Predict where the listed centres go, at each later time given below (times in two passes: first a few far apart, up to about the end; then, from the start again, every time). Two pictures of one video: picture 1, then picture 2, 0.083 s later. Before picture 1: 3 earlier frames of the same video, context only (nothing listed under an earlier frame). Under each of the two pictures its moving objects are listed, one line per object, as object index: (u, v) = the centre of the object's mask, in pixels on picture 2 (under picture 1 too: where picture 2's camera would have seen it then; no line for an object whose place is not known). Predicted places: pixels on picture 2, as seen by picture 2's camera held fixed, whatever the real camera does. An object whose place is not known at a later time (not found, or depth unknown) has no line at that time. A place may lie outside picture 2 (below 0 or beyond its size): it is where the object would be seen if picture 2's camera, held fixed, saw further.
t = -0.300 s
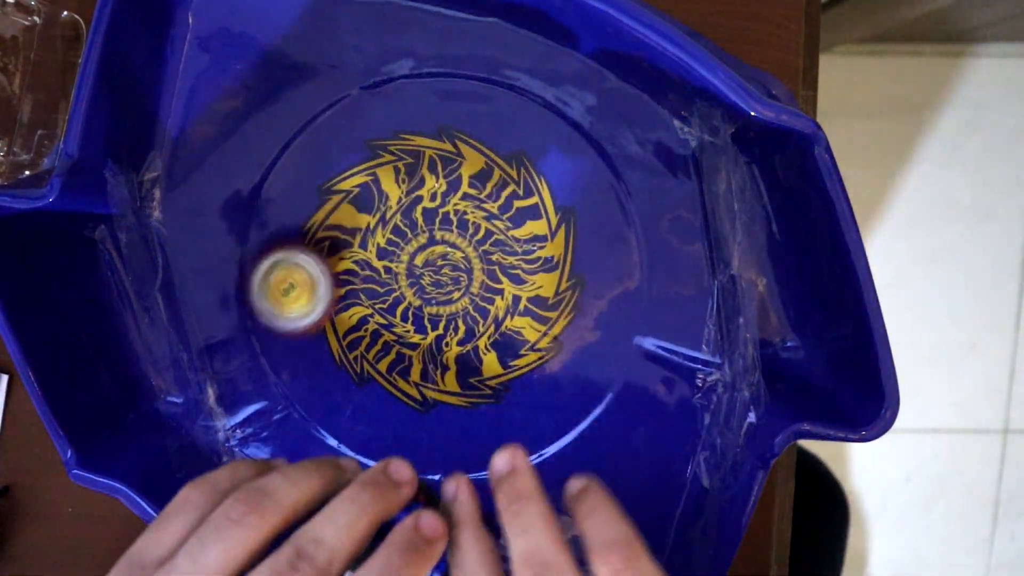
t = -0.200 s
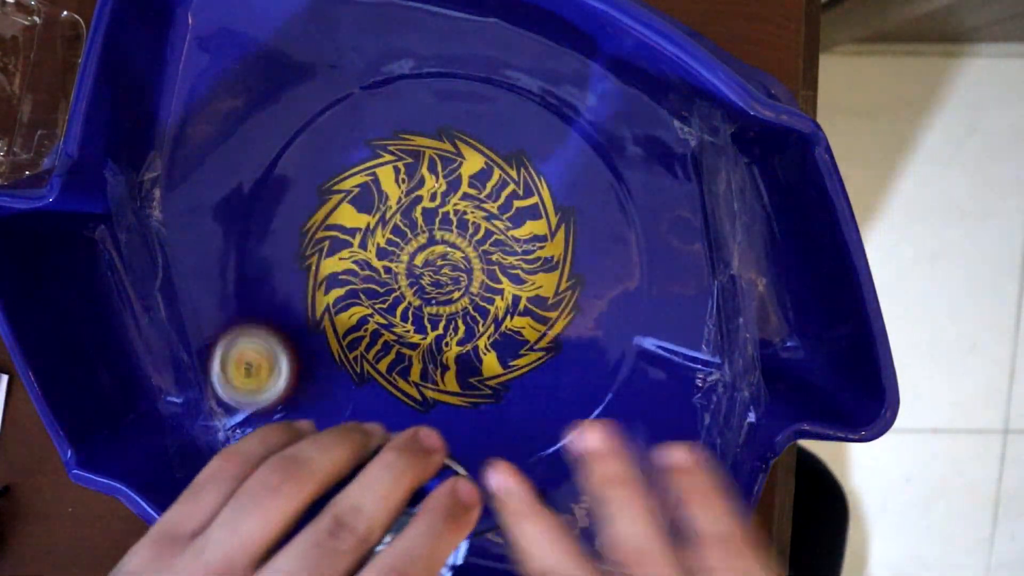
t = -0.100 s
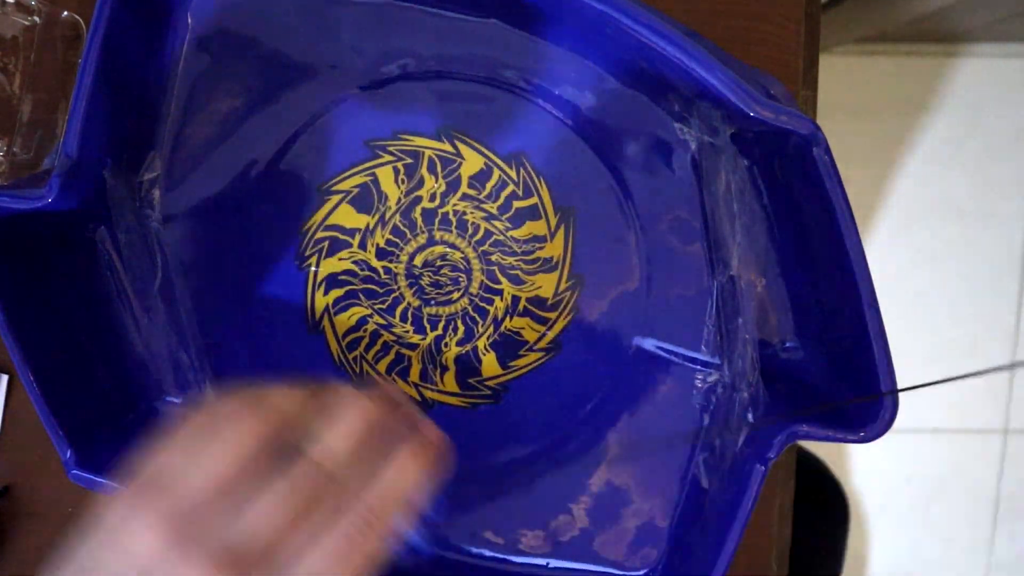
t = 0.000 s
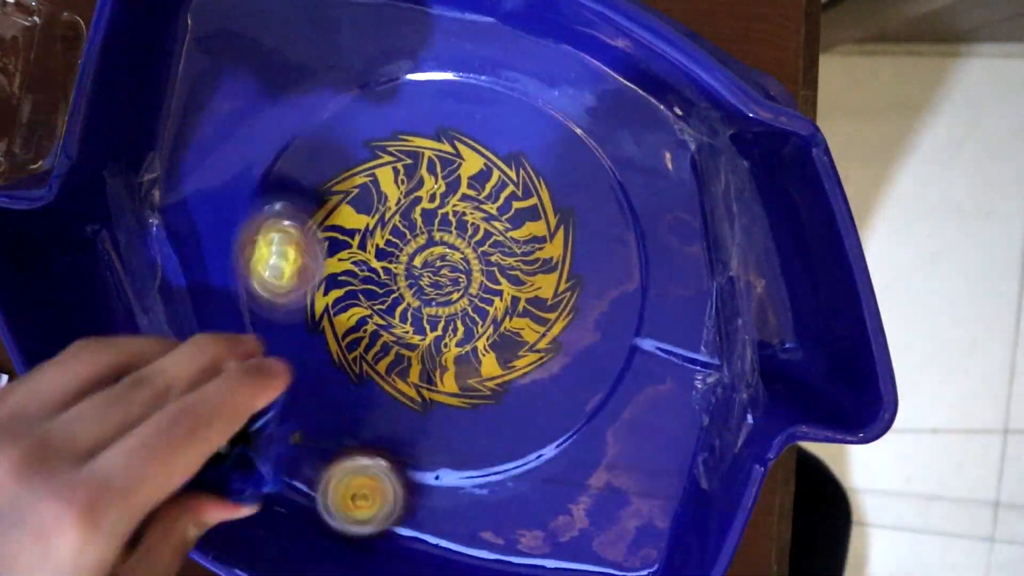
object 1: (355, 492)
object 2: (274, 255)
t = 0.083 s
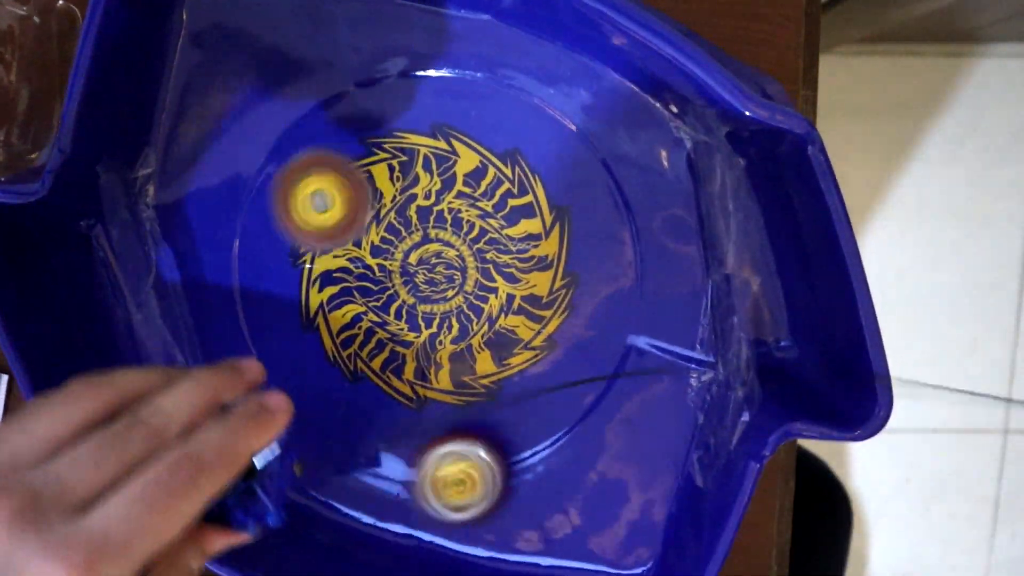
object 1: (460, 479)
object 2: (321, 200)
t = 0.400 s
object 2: (425, 141)
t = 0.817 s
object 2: (400, 256)
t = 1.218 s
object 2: (469, 355)
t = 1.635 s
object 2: (532, 327)
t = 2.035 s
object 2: (472, 272)
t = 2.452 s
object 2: (379, 269)
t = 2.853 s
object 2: (377, 274)
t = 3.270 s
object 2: (414, 283)
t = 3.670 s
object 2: (486, 284)
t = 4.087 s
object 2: (506, 260)
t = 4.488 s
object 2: (553, 220)
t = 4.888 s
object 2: (523, 230)
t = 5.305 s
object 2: (539, 284)
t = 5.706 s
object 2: (605, 241)
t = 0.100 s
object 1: (479, 470)
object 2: (335, 188)
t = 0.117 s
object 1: (499, 457)
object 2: (350, 178)
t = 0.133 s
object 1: (518, 443)
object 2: (367, 166)
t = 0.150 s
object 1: (536, 427)
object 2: (384, 155)
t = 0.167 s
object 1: (553, 409)
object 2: (398, 148)
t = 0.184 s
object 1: (567, 390)
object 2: (402, 148)
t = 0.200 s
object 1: (579, 369)
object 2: (408, 146)
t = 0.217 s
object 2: (414, 146)
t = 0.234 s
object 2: (422, 144)
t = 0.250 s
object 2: (428, 143)
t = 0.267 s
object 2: (429, 143)
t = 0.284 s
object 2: (429, 143)
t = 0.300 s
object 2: (428, 142)
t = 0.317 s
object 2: (428, 140)
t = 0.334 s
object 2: (428, 140)
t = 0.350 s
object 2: (428, 138)
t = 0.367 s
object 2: (428, 138)
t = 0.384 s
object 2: (428, 139)
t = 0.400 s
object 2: (425, 141)
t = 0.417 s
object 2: (423, 143)
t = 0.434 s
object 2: (420, 143)
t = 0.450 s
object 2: (412, 146)
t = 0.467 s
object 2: (406, 149)
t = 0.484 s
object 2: (402, 152)
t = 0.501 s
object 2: (398, 158)
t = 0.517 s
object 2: (396, 163)
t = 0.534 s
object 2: (393, 168)
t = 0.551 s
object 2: (390, 173)
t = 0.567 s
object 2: (389, 178)
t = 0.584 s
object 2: (388, 183)
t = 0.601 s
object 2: (387, 188)
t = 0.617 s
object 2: (387, 194)
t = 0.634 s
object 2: (386, 198)
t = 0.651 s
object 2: (387, 204)
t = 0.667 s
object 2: (387, 210)
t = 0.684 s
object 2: (388, 215)
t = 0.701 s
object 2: (389, 220)
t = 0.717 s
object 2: (390, 225)
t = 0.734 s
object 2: (391, 230)
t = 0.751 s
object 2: (392, 236)
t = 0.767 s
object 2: (394, 241)
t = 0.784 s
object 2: (396, 246)
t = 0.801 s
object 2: (398, 251)
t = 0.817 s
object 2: (400, 256)
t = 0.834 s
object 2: (403, 262)
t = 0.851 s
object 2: (405, 268)
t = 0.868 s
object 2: (408, 273)
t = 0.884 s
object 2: (411, 278)
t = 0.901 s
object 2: (414, 284)
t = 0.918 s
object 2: (416, 290)
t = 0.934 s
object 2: (418, 295)
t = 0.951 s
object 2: (422, 301)
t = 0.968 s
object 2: (425, 307)
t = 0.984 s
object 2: (428, 312)
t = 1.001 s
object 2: (430, 317)
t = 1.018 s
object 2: (434, 322)
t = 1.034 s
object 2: (437, 326)
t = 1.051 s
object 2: (439, 329)
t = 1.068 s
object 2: (442, 332)
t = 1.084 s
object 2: (445, 335)
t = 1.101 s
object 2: (448, 339)
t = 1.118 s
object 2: (451, 341)
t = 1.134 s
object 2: (454, 342)
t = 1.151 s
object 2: (457, 345)
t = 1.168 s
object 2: (460, 348)
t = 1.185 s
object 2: (463, 350)
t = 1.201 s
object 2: (466, 353)
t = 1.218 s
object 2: (469, 355)
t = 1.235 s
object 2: (473, 356)
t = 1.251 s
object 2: (476, 358)
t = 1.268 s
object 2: (480, 360)
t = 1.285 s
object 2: (483, 361)
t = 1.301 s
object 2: (486, 361)
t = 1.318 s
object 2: (490, 361)
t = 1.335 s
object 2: (494, 361)
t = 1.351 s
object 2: (498, 361)
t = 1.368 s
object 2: (503, 362)
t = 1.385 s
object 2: (507, 362)
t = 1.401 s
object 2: (511, 362)
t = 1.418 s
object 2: (513, 363)
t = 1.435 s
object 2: (516, 362)
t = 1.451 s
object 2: (518, 362)
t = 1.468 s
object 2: (519, 361)
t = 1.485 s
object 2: (520, 358)
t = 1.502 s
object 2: (522, 355)
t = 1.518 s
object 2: (525, 352)
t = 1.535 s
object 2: (527, 348)
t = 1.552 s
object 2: (529, 345)
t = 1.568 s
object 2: (531, 343)
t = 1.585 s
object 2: (532, 339)
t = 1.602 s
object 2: (532, 335)
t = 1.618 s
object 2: (532, 331)
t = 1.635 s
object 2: (532, 327)
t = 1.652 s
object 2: (532, 323)
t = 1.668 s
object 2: (531, 320)
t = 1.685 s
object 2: (531, 316)
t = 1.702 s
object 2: (530, 313)
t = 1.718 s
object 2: (529, 310)
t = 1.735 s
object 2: (527, 307)
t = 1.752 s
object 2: (526, 305)
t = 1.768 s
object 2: (524, 303)
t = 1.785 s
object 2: (521, 300)
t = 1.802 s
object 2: (518, 298)
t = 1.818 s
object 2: (516, 296)
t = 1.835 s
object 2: (512, 293)
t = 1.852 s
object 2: (509, 292)
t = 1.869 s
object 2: (506, 290)
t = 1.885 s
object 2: (503, 289)
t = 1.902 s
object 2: (500, 288)
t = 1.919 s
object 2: (495, 286)
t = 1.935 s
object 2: (492, 284)
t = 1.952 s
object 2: (489, 282)
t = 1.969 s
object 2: (486, 280)
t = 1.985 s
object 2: (483, 279)
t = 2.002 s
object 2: (479, 277)
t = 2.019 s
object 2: (475, 274)
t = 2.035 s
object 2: (472, 272)
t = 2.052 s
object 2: (469, 269)
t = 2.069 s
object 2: (467, 268)
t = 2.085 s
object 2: (464, 268)
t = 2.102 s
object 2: (460, 268)
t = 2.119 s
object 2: (454, 269)
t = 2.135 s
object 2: (449, 268)
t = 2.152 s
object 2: (445, 266)
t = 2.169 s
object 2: (441, 265)
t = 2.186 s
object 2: (437, 265)
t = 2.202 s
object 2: (432, 265)
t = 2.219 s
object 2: (428, 266)
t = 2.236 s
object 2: (424, 267)
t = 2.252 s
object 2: (417, 267)
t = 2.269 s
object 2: (412, 267)
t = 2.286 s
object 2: (407, 267)
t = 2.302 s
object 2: (404, 268)
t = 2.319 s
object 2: (401, 269)
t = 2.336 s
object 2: (398, 268)
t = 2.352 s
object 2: (395, 268)
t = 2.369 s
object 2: (392, 269)
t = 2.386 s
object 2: (389, 270)
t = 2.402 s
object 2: (386, 269)
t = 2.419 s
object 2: (383, 269)
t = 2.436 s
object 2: (381, 269)
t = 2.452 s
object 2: (379, 269)
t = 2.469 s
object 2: (378, 270)
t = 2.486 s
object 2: (376, 271)
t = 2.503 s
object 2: (374, 271)
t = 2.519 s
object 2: (373, 271)
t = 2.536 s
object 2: (372, 271)
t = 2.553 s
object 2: (372, 271)
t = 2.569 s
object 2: (372, 272)
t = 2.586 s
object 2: (371, 273)
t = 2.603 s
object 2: (371, 273)
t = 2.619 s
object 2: (372, 273)
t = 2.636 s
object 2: (373, 273)
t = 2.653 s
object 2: (374, 273)
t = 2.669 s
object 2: (375, 272)
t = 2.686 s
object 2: (375, 272)
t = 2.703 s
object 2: (375, 272)
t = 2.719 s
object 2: (375, 272)
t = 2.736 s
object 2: (375, 272)
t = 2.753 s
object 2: (375, 272)
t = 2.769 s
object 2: (376, 272)
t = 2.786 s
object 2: (376, 273)
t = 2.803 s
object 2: (376, 273)
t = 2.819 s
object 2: (376, 273)
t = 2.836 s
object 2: (376, 273)
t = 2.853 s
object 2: (377, 274)
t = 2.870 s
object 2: (377, 274)
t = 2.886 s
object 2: (378, 274)
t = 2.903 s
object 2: (378, 274)
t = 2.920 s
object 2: (379, 275)
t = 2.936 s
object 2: (379, 275)
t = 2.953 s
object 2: (380, 276)
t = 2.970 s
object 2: (380, 276)
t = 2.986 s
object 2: (382, 275)
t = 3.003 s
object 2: (383, 276)
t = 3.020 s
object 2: (384, 276)
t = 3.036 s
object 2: (386, 277)
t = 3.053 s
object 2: (387, 277)
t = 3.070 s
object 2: (388, 278)
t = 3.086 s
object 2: (391, 278)
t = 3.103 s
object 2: (392, 278)
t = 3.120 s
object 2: (394, 278)
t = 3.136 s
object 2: (397, 279)
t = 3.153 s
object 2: (399, 280)
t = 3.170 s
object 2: (400, 281)
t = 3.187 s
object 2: (402, 281)
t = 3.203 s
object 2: (403, 280)
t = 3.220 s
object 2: (405, 280)
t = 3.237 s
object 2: (408, 280)
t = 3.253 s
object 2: (411, 282)
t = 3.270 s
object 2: (414, 283)
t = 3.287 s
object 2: (416, 284)
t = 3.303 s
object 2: (418, 284)
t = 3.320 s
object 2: (420, 284)
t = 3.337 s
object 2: (424, 284)
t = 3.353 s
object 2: (426, 284)
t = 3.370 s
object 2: (430, 285)
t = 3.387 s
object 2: (433, 286)
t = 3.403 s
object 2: (436, 288)
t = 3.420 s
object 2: (438, 289)
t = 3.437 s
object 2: (440, 289)
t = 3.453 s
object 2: (442, 289)
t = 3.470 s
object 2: (446, 289)
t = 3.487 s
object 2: (450, 288)
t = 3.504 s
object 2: (454, 288)
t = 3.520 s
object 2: (458, 289)
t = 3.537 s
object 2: (459, 289)
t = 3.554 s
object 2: (462, 288)
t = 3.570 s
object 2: (465, 287)
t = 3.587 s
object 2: (469, 286)
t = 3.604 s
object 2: (474, 285)
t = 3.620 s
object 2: (478, 285)
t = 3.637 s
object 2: (481, 285)
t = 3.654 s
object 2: (484, 285)
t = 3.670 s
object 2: (486, 284)
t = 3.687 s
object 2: (490, 282)
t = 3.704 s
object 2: (494, 281)
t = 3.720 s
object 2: (498, 280)
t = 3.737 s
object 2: (501, 279)
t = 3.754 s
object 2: (506, 279)
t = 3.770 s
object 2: (508, 278)
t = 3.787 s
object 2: (510, 278)
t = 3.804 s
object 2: (513, 276)
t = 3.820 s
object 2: (513, 275)
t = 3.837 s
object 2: (515, 274)
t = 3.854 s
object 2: (517, 272)
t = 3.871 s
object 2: (518, 271)
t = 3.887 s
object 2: (519, 270)
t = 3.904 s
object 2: (520, 268)
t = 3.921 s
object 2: (520, 267)
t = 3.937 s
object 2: (520, 266)
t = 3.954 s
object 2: (520, 265)
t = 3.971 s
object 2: (519, 263)
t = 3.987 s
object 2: (517, 262)
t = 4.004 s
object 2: (516, 261)
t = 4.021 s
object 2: (515, 261)
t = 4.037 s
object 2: (513, 260)
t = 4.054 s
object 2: (512, 260)
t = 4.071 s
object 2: (509, 260)
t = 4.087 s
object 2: (506, 260)
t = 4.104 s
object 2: (501, 261)
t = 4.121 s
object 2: (498, 261)
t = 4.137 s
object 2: (497, 261)
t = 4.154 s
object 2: (495, 261)
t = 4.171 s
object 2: (496, 260)
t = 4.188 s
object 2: (507, 254)
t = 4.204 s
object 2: (518, 248)
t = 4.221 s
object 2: (528, 243)
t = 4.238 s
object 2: (536, 238)
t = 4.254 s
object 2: (541, 236)
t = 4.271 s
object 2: (546, 234)
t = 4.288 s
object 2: (548, 233)
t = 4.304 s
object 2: (548, 231)
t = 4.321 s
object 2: (550, 230)
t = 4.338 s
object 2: (549, 228)
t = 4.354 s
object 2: (551, 227)
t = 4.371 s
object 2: (552, 226)
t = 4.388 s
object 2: (552, 224)
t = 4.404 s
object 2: (552, 224)
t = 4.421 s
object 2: (553, 223)
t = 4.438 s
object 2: (552, 221)
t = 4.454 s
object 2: (553, 221)
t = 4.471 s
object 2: (553, 221)
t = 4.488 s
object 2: (553, 220)
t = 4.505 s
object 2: (552, 220)
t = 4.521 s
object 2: (552, 219)
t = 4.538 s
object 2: (552, 220)
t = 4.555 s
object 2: (552, 219)
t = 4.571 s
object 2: (551, 220)
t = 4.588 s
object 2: (550, 220)
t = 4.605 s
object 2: (550, 220)
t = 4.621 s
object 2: (549, 220)
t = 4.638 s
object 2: (548, 220)
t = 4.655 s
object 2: (547, 220)
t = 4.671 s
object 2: (546, 221)
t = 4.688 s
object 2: (544, 221)
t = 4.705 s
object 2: (543, 221)
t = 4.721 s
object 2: (541, 223)
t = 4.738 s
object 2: (540, 223)
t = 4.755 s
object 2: (539, 224)
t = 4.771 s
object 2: (538, 224)
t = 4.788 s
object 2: (536, 225)
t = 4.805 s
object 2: (533, 226)
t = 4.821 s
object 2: (532, 226)
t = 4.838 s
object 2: (530, 227)
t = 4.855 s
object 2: (528, 228)
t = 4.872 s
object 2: (526, 229)
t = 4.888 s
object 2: (523, 230)
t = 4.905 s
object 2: (520, 231)
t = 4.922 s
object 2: (518, 232)
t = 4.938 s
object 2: (515, 233)
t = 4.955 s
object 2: (512, 234)
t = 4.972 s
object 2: (507, 235)
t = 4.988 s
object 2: (503, 236)
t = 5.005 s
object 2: (498, 239)
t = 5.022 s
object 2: (493, 241)
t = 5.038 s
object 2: (488, 243)
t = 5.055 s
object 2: (483, 246)
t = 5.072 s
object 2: (477, 249)
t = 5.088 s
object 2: (473, 252)
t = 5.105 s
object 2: (467, 256)
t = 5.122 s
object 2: (461, 261)
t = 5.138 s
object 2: (456, 265)
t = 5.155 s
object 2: (450, 269)
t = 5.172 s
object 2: (445, 272)
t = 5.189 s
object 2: (440, 276)
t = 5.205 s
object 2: (437, 280)
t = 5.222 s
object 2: (455, 282)
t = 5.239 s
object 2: (475, 280)
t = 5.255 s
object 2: (495, 281)
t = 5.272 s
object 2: (511, 281)
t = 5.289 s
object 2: (525, 282)
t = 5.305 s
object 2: (539, 284)
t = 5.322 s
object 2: (548, 283)
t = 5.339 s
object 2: (559, 282)
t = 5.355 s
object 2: (569, 279)
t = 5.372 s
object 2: (577, 275)
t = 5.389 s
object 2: (585, 272)
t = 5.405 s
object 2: (591, 268)
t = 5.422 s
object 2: (595, 265)
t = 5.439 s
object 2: (599, 262)
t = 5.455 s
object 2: (602, 258)
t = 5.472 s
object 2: (605, 255)
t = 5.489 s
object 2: (607, 253)
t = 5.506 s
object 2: (609, 252)
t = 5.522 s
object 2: (611, 251)
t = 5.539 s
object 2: (611, 250)
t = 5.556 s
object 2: (612, 249)
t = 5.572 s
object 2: (612, 248)
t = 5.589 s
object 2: (612, 247)
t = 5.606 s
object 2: (613, 247)
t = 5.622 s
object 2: (612, 246)
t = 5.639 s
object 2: (611, 245)
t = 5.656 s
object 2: (610, 244)
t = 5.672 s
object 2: (608, 243)
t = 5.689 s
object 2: (607, 242)
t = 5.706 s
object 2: (605, 241)
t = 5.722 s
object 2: (603, 242)
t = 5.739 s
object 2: (602, 241)
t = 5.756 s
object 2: (598, 240)
